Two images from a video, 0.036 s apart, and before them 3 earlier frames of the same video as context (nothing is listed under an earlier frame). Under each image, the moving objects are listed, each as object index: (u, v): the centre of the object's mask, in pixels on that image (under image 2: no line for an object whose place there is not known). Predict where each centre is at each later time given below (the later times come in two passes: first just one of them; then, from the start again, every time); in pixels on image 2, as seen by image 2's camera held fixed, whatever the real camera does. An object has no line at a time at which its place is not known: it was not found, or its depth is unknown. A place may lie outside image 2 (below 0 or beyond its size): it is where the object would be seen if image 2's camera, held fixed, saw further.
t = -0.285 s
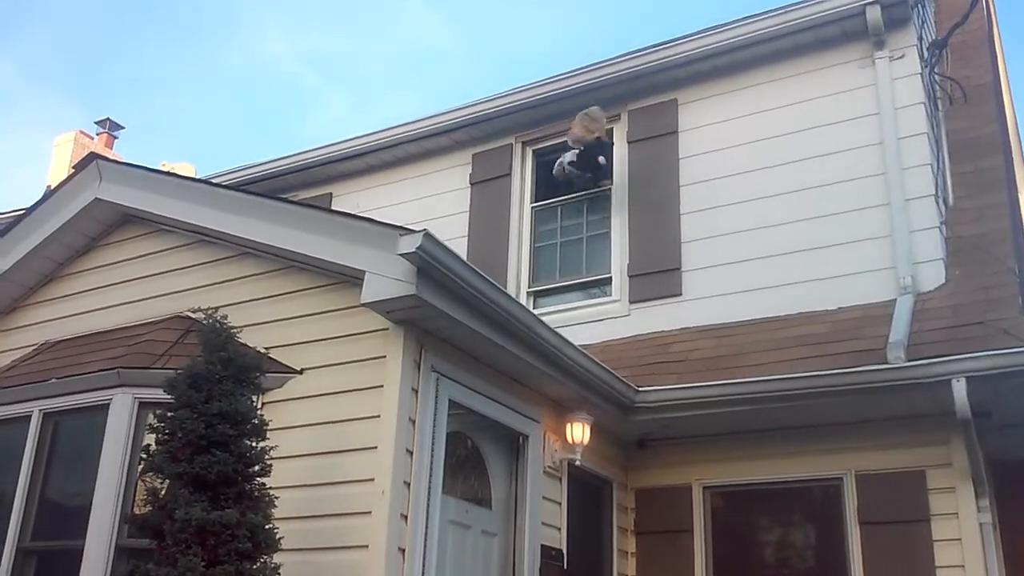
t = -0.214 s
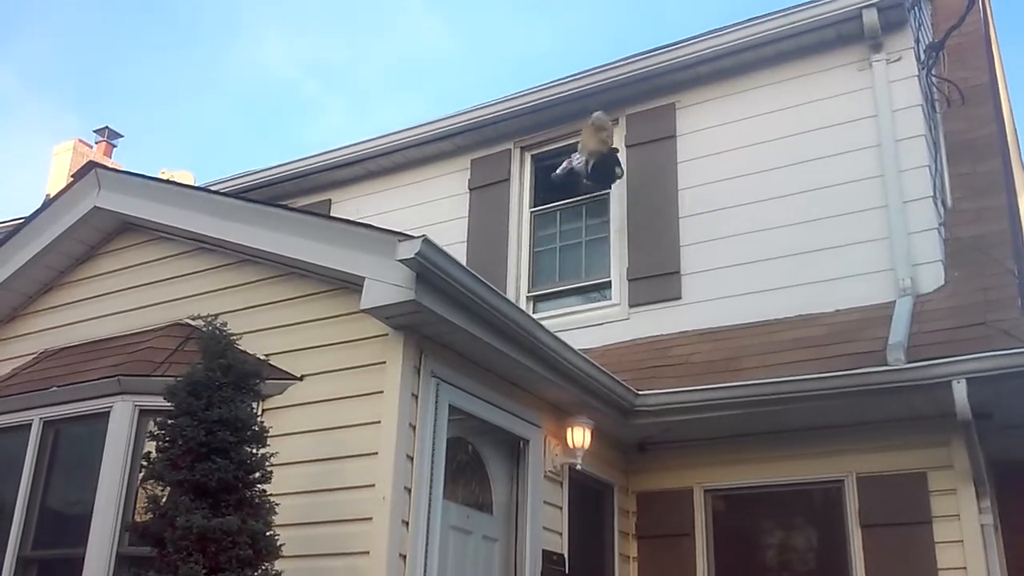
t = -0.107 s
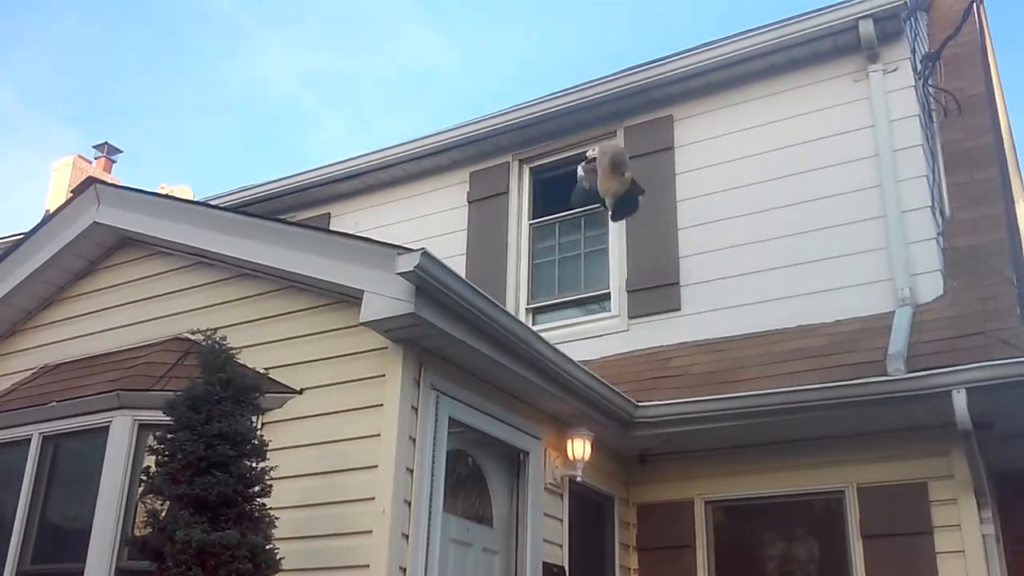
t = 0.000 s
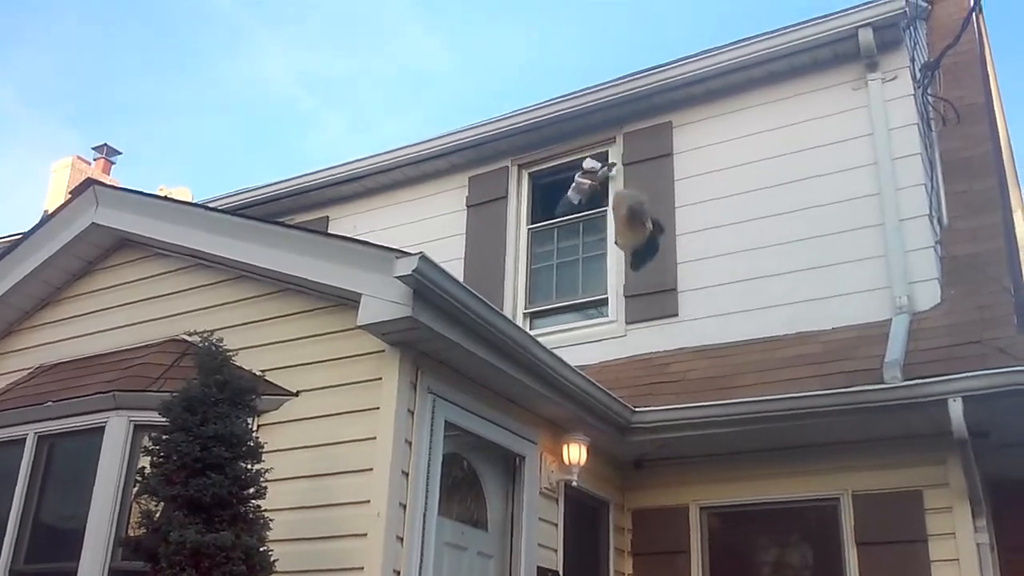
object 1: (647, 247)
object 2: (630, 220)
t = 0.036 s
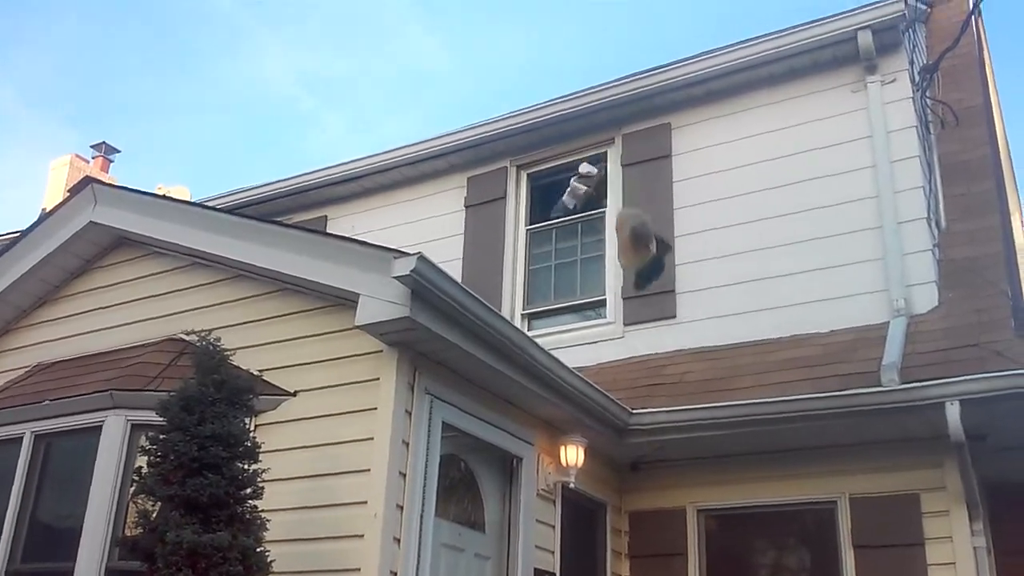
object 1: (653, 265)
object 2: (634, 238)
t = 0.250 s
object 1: (701, 480)
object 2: (670, 453)
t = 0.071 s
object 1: (666, 308)
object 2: (647, 284)
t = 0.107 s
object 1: (673, 336)
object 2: (648, 313)
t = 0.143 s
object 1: (677, 367)
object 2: (653, 341)
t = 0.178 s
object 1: (684, 398)
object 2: (658, 374)
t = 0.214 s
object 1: (692, 437)
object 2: (664, 410)
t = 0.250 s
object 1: (701, 480)
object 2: (670, 453)
